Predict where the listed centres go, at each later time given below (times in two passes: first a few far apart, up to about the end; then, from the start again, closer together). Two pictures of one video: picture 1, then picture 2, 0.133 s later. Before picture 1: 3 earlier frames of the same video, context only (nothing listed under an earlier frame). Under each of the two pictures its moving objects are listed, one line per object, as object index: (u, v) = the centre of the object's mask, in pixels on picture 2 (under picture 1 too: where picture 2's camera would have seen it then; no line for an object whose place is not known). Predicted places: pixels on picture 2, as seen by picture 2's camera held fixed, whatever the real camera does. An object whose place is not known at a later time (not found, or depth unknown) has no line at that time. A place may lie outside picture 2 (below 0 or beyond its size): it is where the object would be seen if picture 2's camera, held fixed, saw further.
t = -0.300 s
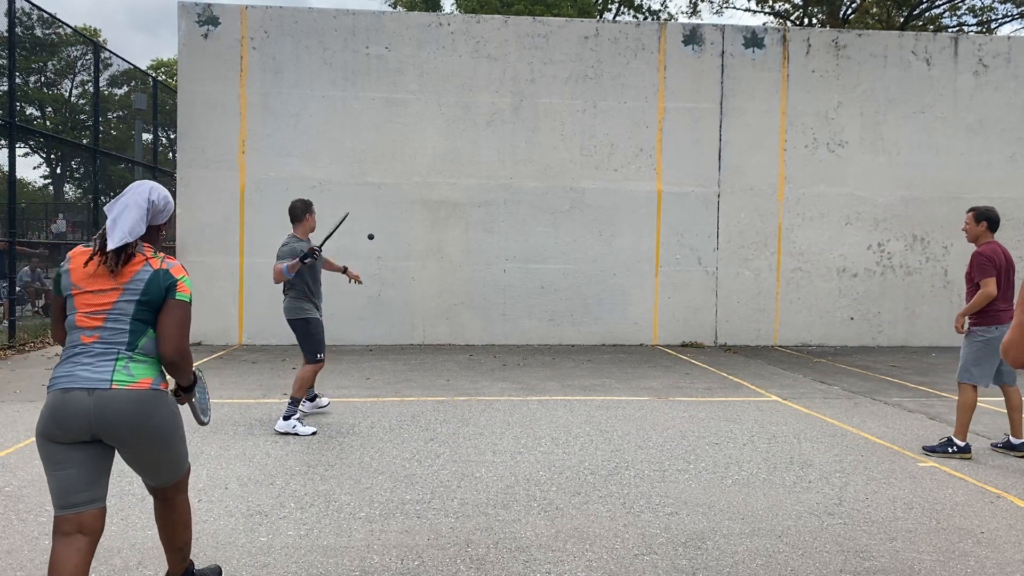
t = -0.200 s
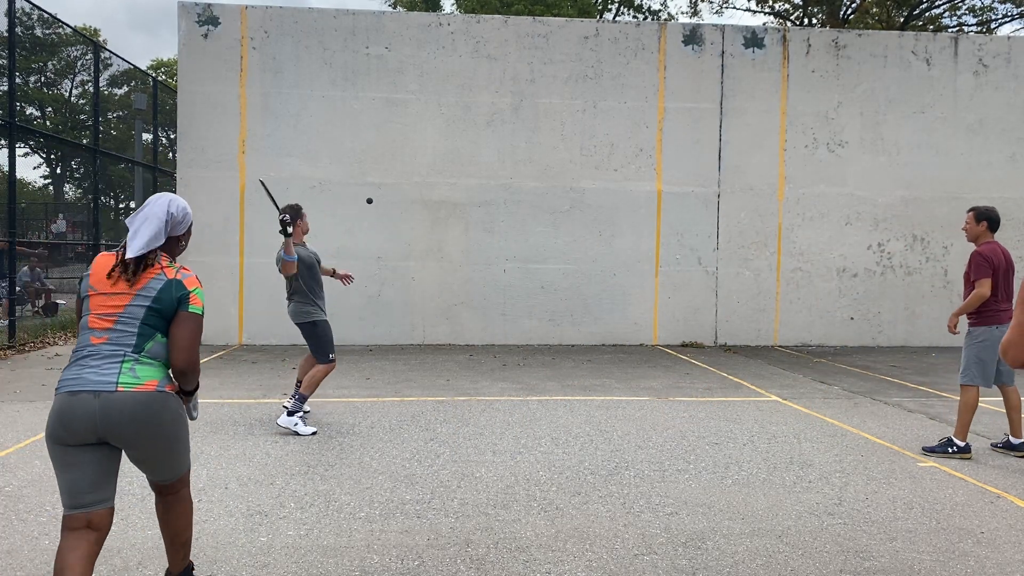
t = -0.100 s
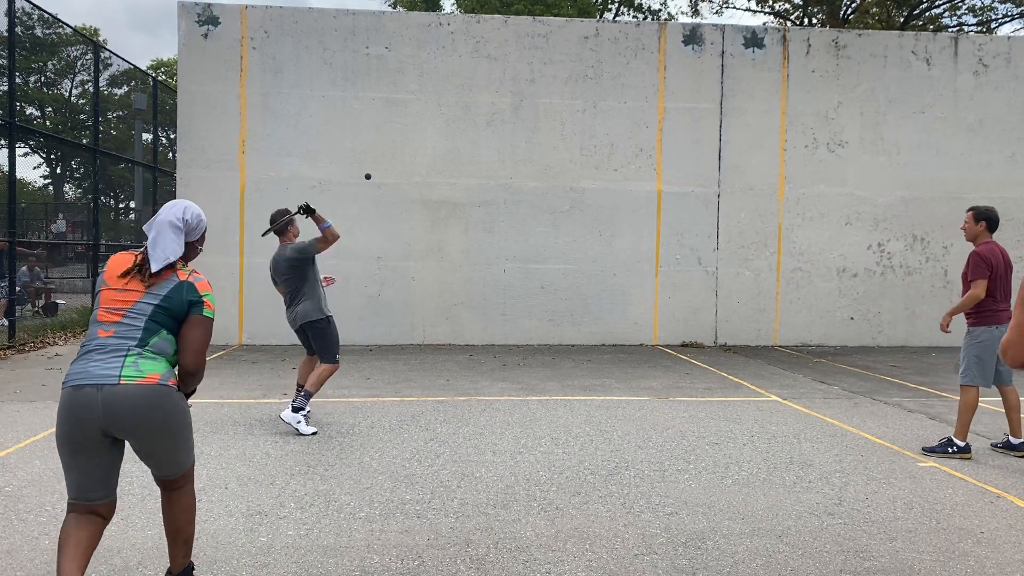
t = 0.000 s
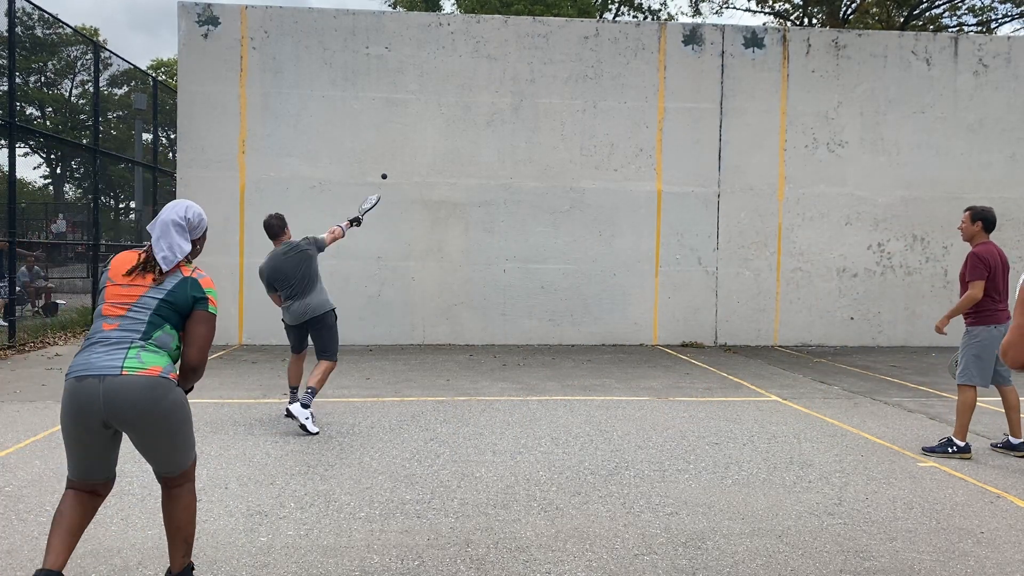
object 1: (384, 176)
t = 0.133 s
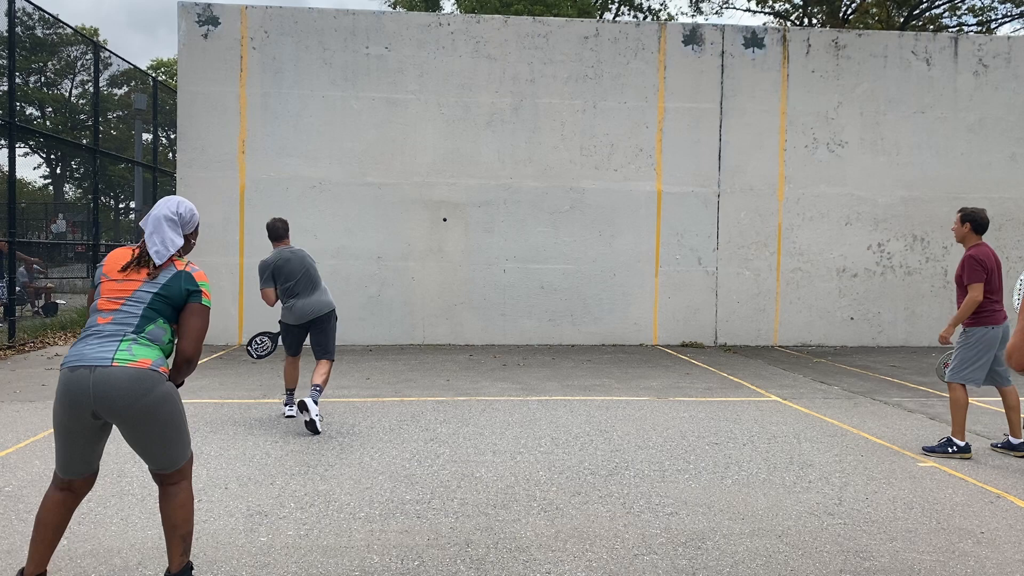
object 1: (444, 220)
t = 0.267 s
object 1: (471, 231)
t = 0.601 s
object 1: (595, 373)
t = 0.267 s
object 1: (471, 231)
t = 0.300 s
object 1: (479, 235)
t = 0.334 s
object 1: (487, 241)
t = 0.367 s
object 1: (496, 249)
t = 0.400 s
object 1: (506, 259)
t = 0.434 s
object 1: (517, 270)
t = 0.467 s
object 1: (529, 284)
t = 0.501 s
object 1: (543, 301)
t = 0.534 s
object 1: (558, 321)
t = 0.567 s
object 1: (575, 345)
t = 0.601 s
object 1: (595, 373)
